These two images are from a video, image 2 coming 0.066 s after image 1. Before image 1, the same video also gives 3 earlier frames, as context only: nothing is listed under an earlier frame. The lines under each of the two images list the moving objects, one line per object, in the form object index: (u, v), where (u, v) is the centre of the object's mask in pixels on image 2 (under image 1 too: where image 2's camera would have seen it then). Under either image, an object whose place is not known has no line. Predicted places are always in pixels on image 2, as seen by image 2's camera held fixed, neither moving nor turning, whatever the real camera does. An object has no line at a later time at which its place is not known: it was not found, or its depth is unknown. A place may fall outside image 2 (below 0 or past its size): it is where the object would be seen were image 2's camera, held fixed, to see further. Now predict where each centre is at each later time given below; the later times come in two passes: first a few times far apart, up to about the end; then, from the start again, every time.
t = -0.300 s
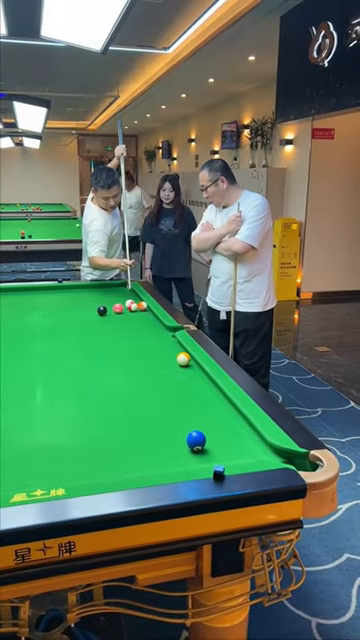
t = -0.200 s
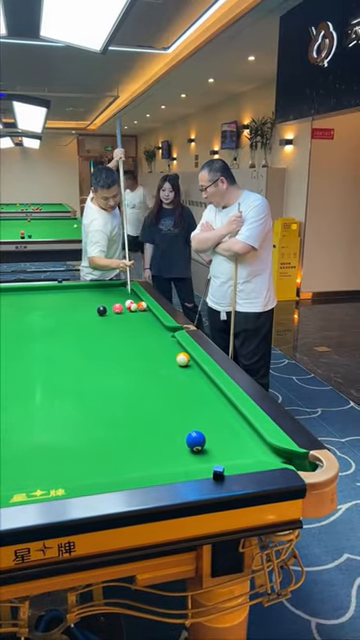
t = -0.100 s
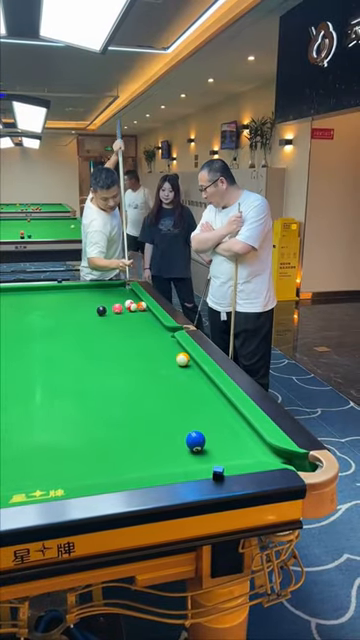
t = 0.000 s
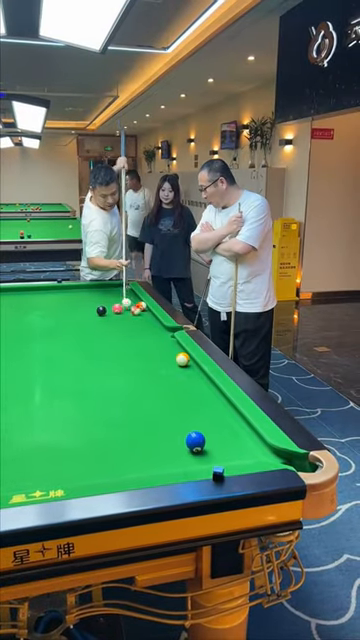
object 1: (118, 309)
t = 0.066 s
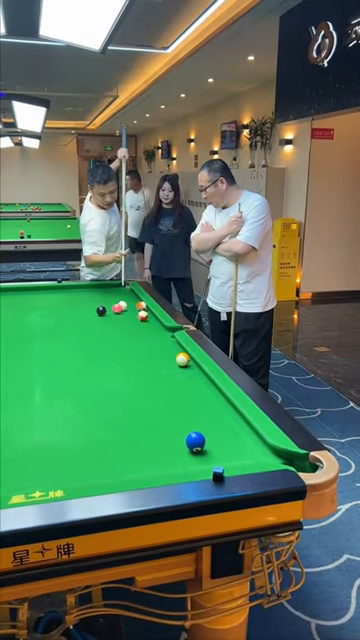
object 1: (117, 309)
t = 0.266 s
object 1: (111, 312)
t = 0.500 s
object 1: (104, 316)
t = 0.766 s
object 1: (95, 320)
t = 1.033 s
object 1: (86, 325)
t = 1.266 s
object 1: (80, 329)
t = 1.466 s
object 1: (74, 332)
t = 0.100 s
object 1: (116, 310)
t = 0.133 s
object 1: (115, 310)
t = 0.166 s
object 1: (114, 311)
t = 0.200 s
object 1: (113, 311)
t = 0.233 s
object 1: (112, 312)
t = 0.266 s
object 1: (111, 312)
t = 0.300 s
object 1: (110, 313)
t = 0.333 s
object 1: (109, 313)
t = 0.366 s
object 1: (107, 314)
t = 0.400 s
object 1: (106, 314)
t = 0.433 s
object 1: (106, 315)
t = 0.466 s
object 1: (104, 316)
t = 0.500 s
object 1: (104, 316)
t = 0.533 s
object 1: (102, 317)
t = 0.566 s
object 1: (102, 317)
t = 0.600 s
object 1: (100, 318)
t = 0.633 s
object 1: (99, 318)
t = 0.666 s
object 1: (98, 319)
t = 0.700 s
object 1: (97, 319)
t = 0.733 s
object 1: (96, 320)
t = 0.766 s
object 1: (95, 320)
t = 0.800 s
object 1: (94, 321)
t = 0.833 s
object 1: (93, 322)
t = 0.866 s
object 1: (92, 322)
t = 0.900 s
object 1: (91, 323)
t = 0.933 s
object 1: (90, 323)
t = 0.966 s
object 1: (89, 324)
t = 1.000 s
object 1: (88, 324)
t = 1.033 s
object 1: (86, 325)
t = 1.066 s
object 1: (86, 325)
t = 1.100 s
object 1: (85, 326)
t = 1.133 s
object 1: (84, 327)
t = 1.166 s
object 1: (83, 327)
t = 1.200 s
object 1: (82, 328)
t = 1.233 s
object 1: (81, 328)
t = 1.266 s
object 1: (80, 329)
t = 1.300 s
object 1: (79, 329)
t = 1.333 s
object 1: (78, 330)
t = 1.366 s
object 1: (77, 330)
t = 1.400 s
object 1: (76, 331)
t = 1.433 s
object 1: (75, 332)
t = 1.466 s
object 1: (74, 332)
